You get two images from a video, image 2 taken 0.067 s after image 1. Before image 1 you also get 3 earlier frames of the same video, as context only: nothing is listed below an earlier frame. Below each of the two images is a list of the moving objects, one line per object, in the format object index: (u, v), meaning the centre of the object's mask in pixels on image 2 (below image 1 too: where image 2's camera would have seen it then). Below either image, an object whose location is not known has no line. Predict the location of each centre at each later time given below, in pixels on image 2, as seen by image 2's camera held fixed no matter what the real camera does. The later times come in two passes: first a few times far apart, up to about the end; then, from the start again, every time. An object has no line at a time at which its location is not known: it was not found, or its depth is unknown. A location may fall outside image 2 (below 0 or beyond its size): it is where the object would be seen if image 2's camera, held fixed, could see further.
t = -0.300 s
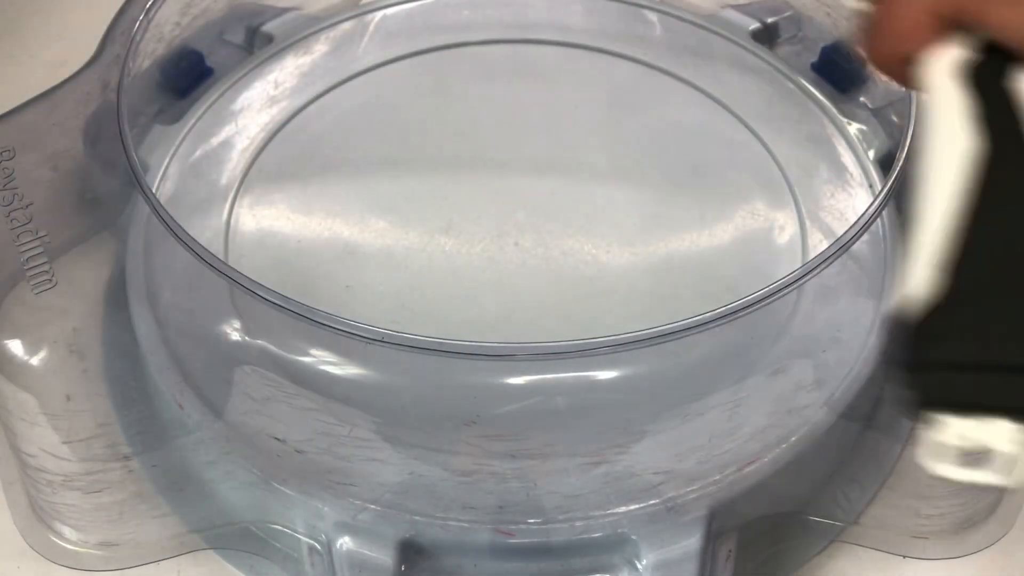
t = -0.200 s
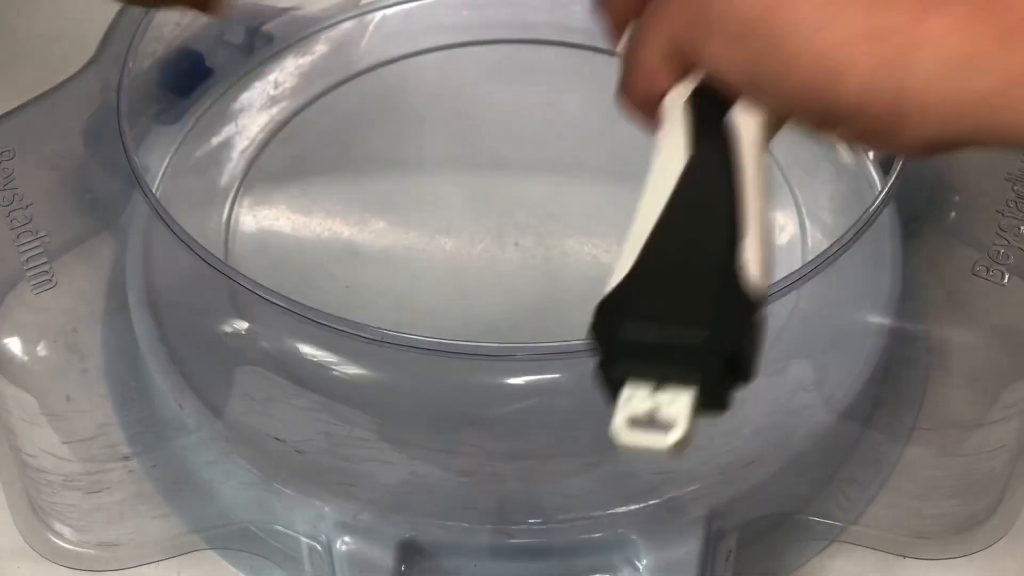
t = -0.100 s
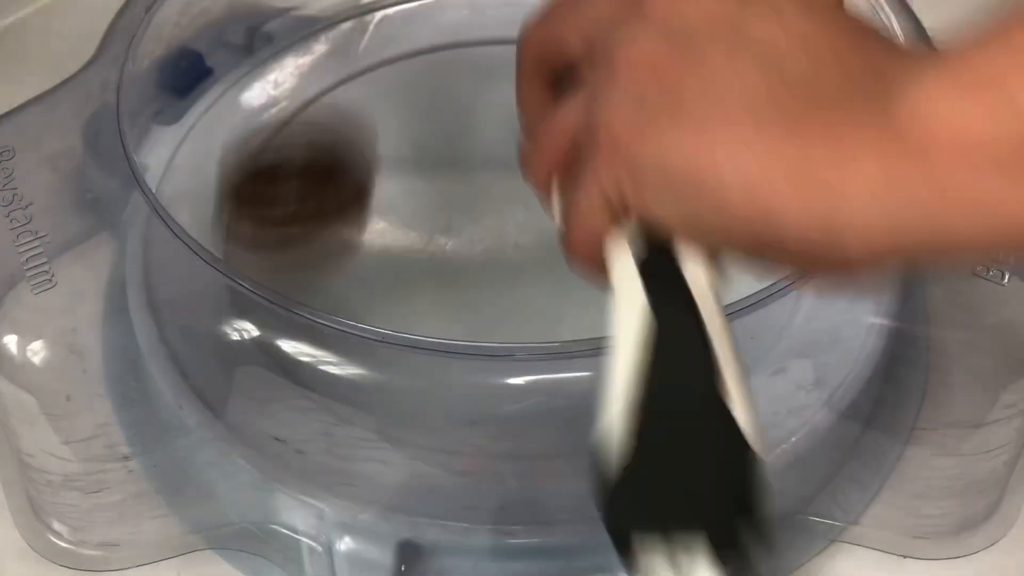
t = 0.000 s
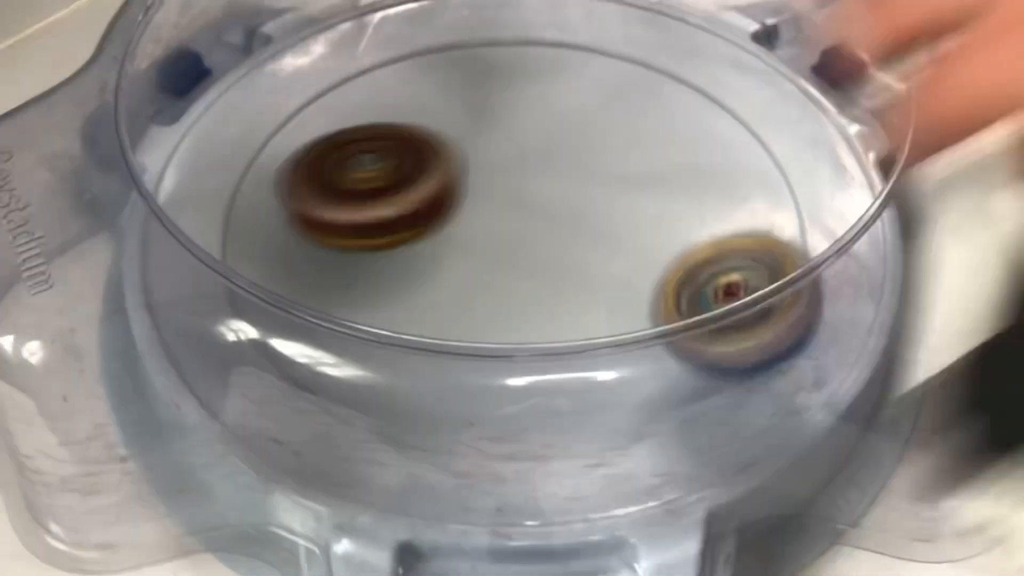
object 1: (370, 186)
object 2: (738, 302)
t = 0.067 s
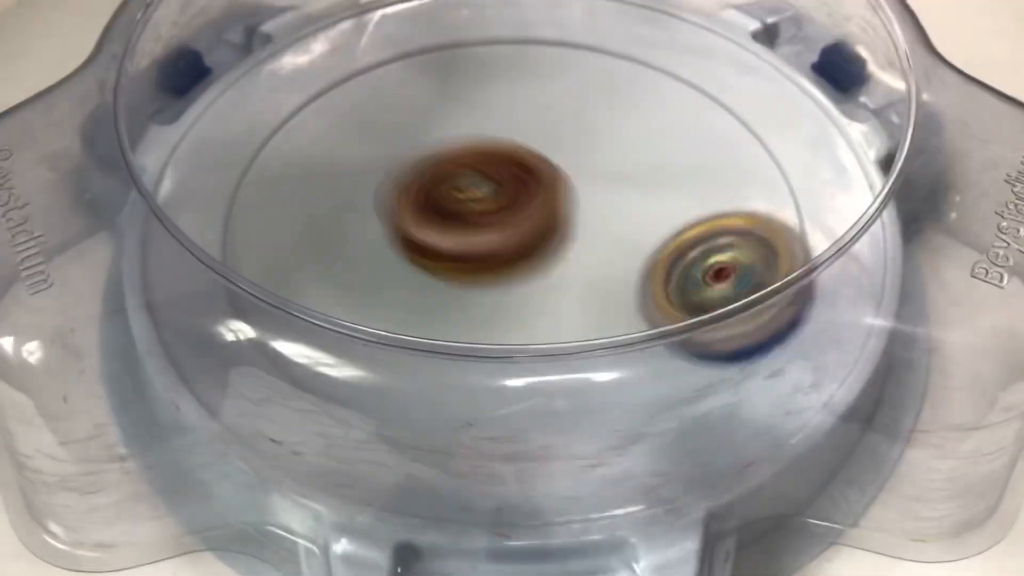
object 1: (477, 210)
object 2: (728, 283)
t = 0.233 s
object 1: (482, 407)
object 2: (781, 253)
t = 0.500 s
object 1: (461, 365)
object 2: (653, 137)
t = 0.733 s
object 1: (512, 268)
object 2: (360, 224)
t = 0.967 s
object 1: (310, 182)
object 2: (238, 385)
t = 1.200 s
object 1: (275, 250)
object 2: (459, 398)
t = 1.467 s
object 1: (430, 245)
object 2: (594, 256)
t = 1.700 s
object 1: (301, 96)
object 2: (543, 125)
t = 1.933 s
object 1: (316, 206)
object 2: (302, 95)
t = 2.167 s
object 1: (492, 168)
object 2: (302, 237)
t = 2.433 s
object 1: (412, 39)
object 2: (512, 216)
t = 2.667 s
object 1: (359, 124)
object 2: (520, 71)
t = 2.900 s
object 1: (526, 182)
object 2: (365, 44)
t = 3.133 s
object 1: (647, 41)
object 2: (407, 207)
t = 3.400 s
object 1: (450, 117)
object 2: (674, 197)
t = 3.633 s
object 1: (682, 246)
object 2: (695, 55)
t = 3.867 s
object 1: (688, 59)
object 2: (504, 107)
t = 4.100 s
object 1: (439, 132)
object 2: (501, 276)
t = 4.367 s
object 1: (496, 421)
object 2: (809, 263)
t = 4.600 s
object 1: (664, 362)
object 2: (760, 183)
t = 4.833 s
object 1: (674, 279)
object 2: (521, 206)
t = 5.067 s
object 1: (556, 234)
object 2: (350, 248)
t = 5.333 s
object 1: (377, 254)
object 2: (334, 359)
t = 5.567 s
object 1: (428, 278)
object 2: (526, 362)
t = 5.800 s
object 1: (423, 179)
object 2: (611, 225)
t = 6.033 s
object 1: (321, 122)
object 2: (523, 108)
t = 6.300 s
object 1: (379, 192)
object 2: (359, 77)
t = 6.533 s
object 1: (536, 153)
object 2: (355, 202)
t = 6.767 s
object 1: (556, 56)
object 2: (544, 252)
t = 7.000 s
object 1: (498, 102)
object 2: (701, 179)
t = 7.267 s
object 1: (572, 178)
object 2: (633, 74)
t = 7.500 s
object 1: (630, 187)
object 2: (484, 144)
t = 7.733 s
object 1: (598, 205)
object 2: (443, 270)
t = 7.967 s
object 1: (590, 249)
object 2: (552, 364)
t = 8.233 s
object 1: (572, 210)
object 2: (674, 287)
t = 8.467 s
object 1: (421, 170)
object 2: (592, 214)
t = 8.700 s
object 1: (293, 238)
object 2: (485, 210)
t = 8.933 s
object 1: (337, 293)
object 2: (491, 239)
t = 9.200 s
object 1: (452, 276)
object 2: (555, 146)
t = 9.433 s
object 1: (482, 293)
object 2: (495, 23)
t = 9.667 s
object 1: (586, 292)
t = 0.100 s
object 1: (532, 254)
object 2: (717, 304)
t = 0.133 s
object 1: (584, 324)
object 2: (714, 345)
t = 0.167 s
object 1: (560, 384)
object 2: (724, 319)
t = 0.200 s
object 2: (758, 282)
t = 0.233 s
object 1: (482, 407)
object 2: (781, 253)
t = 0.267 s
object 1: (454, 404)
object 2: (786, 223)
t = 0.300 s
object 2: (796, 202)
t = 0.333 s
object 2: (796, 182)
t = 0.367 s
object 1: (427, 384)
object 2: (785, 164)
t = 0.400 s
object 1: (430, 381)
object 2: (765, 153)
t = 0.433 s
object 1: (436, 378)
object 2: (735, 143)
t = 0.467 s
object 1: (447, 374)
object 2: (695, 137)
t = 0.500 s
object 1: (461, 365)
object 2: (653, 137)
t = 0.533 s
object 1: (478, 361)
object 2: (608, 140)
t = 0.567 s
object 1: (495, 343)
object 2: (561, 145)
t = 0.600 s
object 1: (509, 327)
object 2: (516, 155)
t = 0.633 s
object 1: (518, 306)
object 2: (472, 167)
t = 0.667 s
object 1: (522, 298)
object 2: (431, 183)
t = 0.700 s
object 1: (520, 286)
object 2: (394, 202)
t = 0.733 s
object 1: (512, 268)
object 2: (360, 224)
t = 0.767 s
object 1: (497, 251)
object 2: (328, 247)
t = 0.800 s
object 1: (477, 234)
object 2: (309, 262)
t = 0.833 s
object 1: (450, 218)
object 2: (274, 296)
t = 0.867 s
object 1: (420, 204)
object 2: (253, 320)
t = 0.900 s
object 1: (386, 192)
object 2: (241, 350)
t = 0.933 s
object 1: (349, 184)
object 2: (234, 372)
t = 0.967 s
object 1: (310, 182)
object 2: (238, 385)
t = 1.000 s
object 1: (267, 186)
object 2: (258, 382)
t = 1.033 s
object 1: (231, 196)
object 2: (278, 376)
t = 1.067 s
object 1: (238, 215)
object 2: (298, 370)
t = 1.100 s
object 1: (245, 256)
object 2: (326, 353)
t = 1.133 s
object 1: (247, 251)
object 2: (366, 382)
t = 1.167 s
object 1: (256, 256)
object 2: (415, 393)
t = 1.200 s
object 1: (275, 250)
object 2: (459, 398)
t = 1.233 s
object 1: (287, 253)
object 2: (502, 383)
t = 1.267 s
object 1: (304, 258)
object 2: (536, 376)
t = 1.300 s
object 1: (327, 263)
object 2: (562, 362)
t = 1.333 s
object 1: (354, 269)
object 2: (579, 344)
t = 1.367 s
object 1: (382, 271)
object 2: (587, 318)
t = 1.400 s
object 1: (408, 269)
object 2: (587, 296)
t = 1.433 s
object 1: (432, 263)
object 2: (582, 277)
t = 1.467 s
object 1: (430, 245)
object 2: (594, 256)
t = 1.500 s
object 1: (420, 223)
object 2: (607, 233)
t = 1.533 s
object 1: (409, 200)
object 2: (612, 211)
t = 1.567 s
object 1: (395, 175)
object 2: (612, 190)
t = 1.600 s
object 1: (377, 151)
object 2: (604, 170)
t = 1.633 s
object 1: (355, 130)
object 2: (589, 153)
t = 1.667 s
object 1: (330, 111)
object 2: (569, 137)
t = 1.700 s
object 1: (301, 96)
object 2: (543, 125)
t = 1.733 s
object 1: (279, 91)
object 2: (512, 115)
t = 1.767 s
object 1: (272, 104)
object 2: (478, 106)
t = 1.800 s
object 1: (269, 139)
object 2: (443, 101)
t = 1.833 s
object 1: (272, 152)
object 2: (408, 96)
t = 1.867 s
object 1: (281, 176)
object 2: (371, 94)
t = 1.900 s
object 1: (297, 192)
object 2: (336, 93)
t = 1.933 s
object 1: (316, 206)
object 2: (302, 95)
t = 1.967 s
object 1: (337, 216)
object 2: (269, 101)
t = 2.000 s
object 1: (361, 222)
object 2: (259, 118)
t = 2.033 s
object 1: (387, 223)
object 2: (262, 146)
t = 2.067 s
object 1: (414, 219)
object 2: (267, 171)
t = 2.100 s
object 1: (441, 208)
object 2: (277, 195)
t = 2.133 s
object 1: (469, 192)
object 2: (288, 219)
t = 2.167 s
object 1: (492, 168)
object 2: (302, 237)
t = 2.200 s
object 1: (509, 141)
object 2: (320, 249)
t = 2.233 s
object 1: (519, 111)
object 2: (342, 258)
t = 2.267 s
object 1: (521, 81)
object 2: (369, 264)
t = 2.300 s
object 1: (514, 50)
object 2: (400, 264)
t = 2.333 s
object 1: (501, 32)
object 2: (431, 259)
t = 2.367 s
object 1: (477, 25)
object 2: (460, 248)
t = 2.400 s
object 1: (445, 29)
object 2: (489, 235)
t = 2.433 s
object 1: (412, 39)
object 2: (512, 216)
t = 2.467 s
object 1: (388, 44)
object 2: (532, 195)
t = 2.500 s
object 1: (369, 53)
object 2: (544, 174)
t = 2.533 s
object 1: (355, 67)
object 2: (550, 151)
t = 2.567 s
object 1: (349, 82)
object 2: (549, 130)
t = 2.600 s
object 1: (347, 96)
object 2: (545, 109)
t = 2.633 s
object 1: (351, 111)
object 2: (534, 89)
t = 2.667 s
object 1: (359, 124)
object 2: (520, 71)
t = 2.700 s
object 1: (370, 137)
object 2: (503, 55)
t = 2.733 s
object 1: (384, 149)
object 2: (482, 45)
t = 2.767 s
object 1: (401, 161)
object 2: (460, 39)
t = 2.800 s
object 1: (426, 171)
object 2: (437, 36)
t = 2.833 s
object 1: (454, 179)
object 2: (412, 36)
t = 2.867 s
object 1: (489, 183)
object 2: (388, 38)
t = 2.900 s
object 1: (526, 182)
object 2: (365, 44)
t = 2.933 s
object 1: (569, 173)
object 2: (347, 56)
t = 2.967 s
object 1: (606, 158)
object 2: (335, 77)
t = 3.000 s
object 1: (640, 137)
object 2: (332, 104)
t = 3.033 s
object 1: (666, 110)
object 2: (337, 132)
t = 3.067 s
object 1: (683, 79)
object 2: (353, 161)
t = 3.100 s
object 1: (687, 50)
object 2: (377, 186)
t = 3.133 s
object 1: (647, 41)
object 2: (407, 207)
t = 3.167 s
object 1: (602, 45)
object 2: (441, 223)
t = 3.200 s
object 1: (565, 45)
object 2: (478, 235)
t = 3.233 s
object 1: (528, 49)
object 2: (517, 240)
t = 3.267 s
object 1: (499, 54)
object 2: (556, 239)
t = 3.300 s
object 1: (476, 64)
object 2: (589, 235)
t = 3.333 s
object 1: (460, 78)
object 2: (621, 225)
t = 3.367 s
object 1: (451, 95)
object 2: (650, 212)
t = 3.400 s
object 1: (450, 117)
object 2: (674, 197)
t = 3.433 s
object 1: (456, 143)
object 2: (696, 177)
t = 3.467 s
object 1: (473, 172)
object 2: (712, 156)
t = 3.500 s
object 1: (498, 199)
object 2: (723, 134)
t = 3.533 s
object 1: (534, 222)
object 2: (727, 110)
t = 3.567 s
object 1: (579, 240)
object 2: (724, 88)
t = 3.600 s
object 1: (630, 249)
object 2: (716, 66)
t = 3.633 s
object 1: (682, 246)
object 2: (695, 55)
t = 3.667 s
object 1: (734, 233)
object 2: (668, 49)
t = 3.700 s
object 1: (779, 207)
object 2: (641, 45)
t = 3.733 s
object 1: (799, 175)
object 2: (610, 46)
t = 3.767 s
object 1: (784, 139)
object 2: (580, 51)
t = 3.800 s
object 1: (759, 111)
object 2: (550, 65)
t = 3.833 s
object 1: (723, 80)
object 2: (525, 84)
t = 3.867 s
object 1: (688, 59)
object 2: (504, 107)
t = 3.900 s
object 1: (650, 44)
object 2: (487, 132)
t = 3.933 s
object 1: (612, 38)
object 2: (474, 161)
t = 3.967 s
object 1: (574, 36)
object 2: (467, 188)
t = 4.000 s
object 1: (535, 43)
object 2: (468, 212)
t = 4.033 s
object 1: (499, 61)
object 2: (474, 236)
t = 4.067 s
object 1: (465, 93)
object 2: (485, 258)
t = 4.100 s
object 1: (439, 132)
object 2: (501, 276)
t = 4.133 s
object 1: (421, 176)
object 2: (520, 289)
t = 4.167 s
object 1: (417, 222)
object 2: (544, 296)
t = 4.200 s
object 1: (427, 273)
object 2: (572, 314)
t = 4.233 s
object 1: (450, 298)
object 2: (606, 322)
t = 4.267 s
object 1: (476, 344)
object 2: (641, 327)
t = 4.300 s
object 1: (509, 383)
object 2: (680, 322)
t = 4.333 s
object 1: (495, 413)
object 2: (775, 312)
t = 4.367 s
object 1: (496, 421)
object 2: (809, 263)
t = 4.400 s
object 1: (520, 410)
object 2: (840, 235)
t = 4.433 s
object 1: (544, 407)
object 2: (862, 204)
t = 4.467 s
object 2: (870, 183)
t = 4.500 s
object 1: (596, 385)
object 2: (831, 176)
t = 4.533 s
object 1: (622, 378)
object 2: (814, 178)
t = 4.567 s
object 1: (646, 371)
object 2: (790, 179)
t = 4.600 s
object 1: (664, 362)
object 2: (760, 183)
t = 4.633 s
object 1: (678, 350)
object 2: (728, 186)
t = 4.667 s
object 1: (686, 338)
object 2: (694, 189)
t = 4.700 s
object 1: (685, 321)
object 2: (660, 196)
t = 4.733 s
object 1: (683, 306)
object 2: (627, 203)
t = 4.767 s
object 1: (672, 283)
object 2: (595, 210)
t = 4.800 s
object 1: (675, 281)
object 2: (560, 209)
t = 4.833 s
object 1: (674, 279)
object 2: (521, 206)
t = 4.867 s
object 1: (669, 275)
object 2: (487, 205)
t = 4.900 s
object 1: (658, 270)
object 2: (457, 206)
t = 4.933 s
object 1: (641, 261)
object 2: (431, 210)
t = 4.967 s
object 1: (622, 252)
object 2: (409, 217)
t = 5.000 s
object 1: (601, 244)
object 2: (387, 227)
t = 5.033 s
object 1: (580, 239)
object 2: (367, 237)
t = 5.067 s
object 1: (556, 234)
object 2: (350, 248)
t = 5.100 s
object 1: (532, 231)
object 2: (336, 259)
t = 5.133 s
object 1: (506, 231)
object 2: (329, 266)
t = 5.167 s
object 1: (482, 232)
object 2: (327, 273)
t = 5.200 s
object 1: (456, 235)
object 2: (321, 293)
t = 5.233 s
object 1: (433, 238)
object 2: (320, 313)
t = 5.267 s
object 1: (412, 242)
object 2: (320, 328)
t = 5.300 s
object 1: (392, 247)
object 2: (327, 342)
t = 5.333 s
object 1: (377, 254)
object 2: (334, 359)
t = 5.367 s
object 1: (367, 261)
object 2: (353, 385)
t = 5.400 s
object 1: (365, 266)
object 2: (380, 389)
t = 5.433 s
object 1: (371, 270)
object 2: (411, 398)
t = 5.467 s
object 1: (383, 274)
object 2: (436, 399)
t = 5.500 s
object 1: (399, 277)
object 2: (468, 387)
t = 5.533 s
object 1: (413, 278)
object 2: (499, 376)
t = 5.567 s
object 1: (428, 278)
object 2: (526, 362)
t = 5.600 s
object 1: (440, 274)
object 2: (553, 340)
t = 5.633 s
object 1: (450, 266)
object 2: (572, 318)
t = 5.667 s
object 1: (451, 251)
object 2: (592, 297)
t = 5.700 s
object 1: (447, 233)
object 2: (606, 283)
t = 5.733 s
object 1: (441, 215)
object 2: (613, 265)
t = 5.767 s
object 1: (433, 197)
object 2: (614, 244)
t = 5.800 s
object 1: (423, 179)
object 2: (611, 225)
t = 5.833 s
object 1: (410, 163)
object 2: (605, 205)
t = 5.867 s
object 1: (395, 149)
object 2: (595, 186)
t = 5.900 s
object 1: (380, 137)
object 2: (584, 168)
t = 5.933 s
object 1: (363, 127)
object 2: (571, 152)
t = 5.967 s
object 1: (347, 121)
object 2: (556, 136)
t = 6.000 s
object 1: (333, 119)
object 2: (541, 121)
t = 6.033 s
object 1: (321, 122)
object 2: (523, 108)
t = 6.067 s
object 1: (314, 129)
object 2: (504, 95)
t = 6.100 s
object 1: (310, 138)
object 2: (485, 86)
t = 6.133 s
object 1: (311, 150)
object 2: (465, 79)
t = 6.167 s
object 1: (317, 162)
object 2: (443, 73)
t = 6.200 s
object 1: (329, 173)
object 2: (422, 70)
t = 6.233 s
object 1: (343, 181)
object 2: (401, 69)
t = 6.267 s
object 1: (360, 188)
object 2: (379, 72)
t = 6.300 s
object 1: (379, 192)
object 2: (359, 77)
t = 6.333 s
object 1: (401, 194)
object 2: (341, 87)
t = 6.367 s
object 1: (424, 194)
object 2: (326, 103)
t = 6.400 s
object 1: (447, 190)
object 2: (319, 121)
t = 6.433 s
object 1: (472, 185)
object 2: (318, 142)
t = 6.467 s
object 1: (495, 176)
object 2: (325, 163)
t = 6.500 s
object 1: (517, 166)
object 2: (337, 183)
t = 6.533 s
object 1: (536, 153)
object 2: (355, 202)
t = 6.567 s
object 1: (552, 137)
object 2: (378, 218)
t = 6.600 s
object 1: (564, 121)
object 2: (402, 231)
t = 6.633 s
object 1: (571, 105)
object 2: (430, 241)
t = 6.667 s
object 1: (574, 88)
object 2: (458, 248)
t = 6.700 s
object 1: (571, 74)
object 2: (486, 252)
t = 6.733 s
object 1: (565, 62)
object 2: (515, 254)
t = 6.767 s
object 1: (556, 56)
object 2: (544, 252)
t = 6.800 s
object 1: (545, 54)
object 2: (572, 249)
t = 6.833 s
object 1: (534, 58)
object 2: (600, 242)
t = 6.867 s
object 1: (523, 63)
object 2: (625, 235)
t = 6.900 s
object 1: (513, 71)
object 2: (649, 224)
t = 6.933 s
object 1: (505, 80)
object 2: (670, 210)
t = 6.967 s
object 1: (500, 91)
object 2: (688, 196)
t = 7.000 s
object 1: (498, 102)
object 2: (701, 179)
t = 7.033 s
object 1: (500, 112)
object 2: (710, 162)
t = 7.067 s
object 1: (504, 123)
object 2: (716, 144)
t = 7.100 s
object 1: (512, 135)
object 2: (715, 127)
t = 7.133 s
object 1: (523, 146)
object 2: (709, 111)
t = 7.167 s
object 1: (535, 156)
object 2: (696, 96)
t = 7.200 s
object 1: (547, 165)
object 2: (680, 85)
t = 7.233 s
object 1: (560, 172)
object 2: (658, 77)
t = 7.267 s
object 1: (572, 178)
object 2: (633, 74)
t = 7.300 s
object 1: (585, 183)
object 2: (609, 74)
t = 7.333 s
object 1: (598, 186)
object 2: (585, 79)
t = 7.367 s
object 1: (608, 188)
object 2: (558, 89)
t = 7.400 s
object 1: (618, 189)
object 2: (537, 100)
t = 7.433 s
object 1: (626, 188)
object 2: (517, 113)
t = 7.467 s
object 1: (630, 187)
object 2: (500, 127)
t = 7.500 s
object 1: (630, 187)
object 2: (484, 144)
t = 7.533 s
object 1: (628, 187)
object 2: (471, 161)
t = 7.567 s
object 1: (624, 188)
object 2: (460, 178)
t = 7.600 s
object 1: (620, 189)
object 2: (451, 197)
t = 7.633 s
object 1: (615, 191)
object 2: (445, 214)
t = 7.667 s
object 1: (610, 194)
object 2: (442, 233)
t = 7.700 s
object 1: (604, 199)
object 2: (441, 251)
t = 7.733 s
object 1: (598, 205)
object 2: (443, 270)
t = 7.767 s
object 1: (593, 213)
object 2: (448, 285)
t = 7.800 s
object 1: (587, 223)
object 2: (458, 295)
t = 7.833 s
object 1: (584, 233)
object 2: (470, 317)
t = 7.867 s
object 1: (582, 242)
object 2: (488, 330)
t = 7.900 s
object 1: (582, 248)
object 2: (511, 340)
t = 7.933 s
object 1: (583, 252)
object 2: (535, 352)
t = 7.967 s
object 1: (590, 249)
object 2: (552, 364)
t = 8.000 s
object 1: (595, 246)
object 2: (573, 371)
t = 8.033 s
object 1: (597, 241)
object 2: (597, 370)
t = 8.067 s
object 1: (597, 237)
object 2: (623, 367)
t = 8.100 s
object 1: (595, 233)
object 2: (645, 357)
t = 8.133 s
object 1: (592, 229)
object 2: (659, 337)
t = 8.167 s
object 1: (587, 225)
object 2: (668, 316)
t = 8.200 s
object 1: (581, 221)
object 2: (671, 298)
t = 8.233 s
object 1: (572, 210)
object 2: (674, 287)
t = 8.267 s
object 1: (558, 194)
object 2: (680, 274)
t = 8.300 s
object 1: (541, 181)
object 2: (682, 265)
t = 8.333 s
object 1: (519, 172)
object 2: (675, 254)
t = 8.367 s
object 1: (496, 167)
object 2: (659, 240)
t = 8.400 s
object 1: (470, 165)
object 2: (639, 229)
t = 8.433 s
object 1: (445, 167)
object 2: (617, 220)
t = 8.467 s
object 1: (421, 170)
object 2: (592, 214)
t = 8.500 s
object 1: (400, 176)
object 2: (567, 210)
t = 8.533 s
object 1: (381, 184)
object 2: (543, 207)
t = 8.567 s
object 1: (367, 194)
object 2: (519, 205)
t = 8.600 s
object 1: (351, 205)
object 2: (502, 206)
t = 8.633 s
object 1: (323, 213)
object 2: (501, 207)
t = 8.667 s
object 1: (303, 225)
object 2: (495, 208)
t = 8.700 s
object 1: (293, 238)
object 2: (485, 210)
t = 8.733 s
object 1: (293, 248)
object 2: (474, 213)
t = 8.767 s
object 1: (298, 256)
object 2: (464, 219)
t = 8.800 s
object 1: (306, 262)
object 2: (458, 225)
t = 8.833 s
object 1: (316, 268)
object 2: (455, 232)
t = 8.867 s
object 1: (328, 273)
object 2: (457, 239)
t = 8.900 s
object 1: (328, 287)
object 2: (472, 241)
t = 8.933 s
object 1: (337, 293)
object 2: (491, 239)
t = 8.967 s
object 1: (358, 287)
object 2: (511, 233)
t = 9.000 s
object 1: (368, 299)
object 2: (529, 223)
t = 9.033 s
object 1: (387, 290)
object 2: (544, 213)
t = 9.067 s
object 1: (400, 290)
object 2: (554, 200)
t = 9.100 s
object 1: (412, 288)
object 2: (560, 186)
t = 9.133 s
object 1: (425, 285)
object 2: (562, 172)
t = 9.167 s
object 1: (438, 282)
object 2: (561, 158)
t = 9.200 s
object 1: (452, 276)
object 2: (555, 146)
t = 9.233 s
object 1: (467, 264)
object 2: (547, 134)
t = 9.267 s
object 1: (480, 251)
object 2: (535, 123)
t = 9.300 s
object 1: (492, 237)
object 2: (521, 117)
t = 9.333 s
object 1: (501, 222)
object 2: (506, 113)
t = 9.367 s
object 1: (492, 246)
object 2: (504, 73)
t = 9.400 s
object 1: (485, 278)
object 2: (498, 40)
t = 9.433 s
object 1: (482, 293)
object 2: (495, 23)
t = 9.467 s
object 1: (487, 301)
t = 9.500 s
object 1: (499, 305)
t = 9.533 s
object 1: (517, 307)
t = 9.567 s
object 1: (536, 305)
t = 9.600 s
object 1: (555, 302)
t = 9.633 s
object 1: (572, 298)
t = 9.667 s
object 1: (586, 292)
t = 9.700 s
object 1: (597, 285)
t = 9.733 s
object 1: (605, 276)
